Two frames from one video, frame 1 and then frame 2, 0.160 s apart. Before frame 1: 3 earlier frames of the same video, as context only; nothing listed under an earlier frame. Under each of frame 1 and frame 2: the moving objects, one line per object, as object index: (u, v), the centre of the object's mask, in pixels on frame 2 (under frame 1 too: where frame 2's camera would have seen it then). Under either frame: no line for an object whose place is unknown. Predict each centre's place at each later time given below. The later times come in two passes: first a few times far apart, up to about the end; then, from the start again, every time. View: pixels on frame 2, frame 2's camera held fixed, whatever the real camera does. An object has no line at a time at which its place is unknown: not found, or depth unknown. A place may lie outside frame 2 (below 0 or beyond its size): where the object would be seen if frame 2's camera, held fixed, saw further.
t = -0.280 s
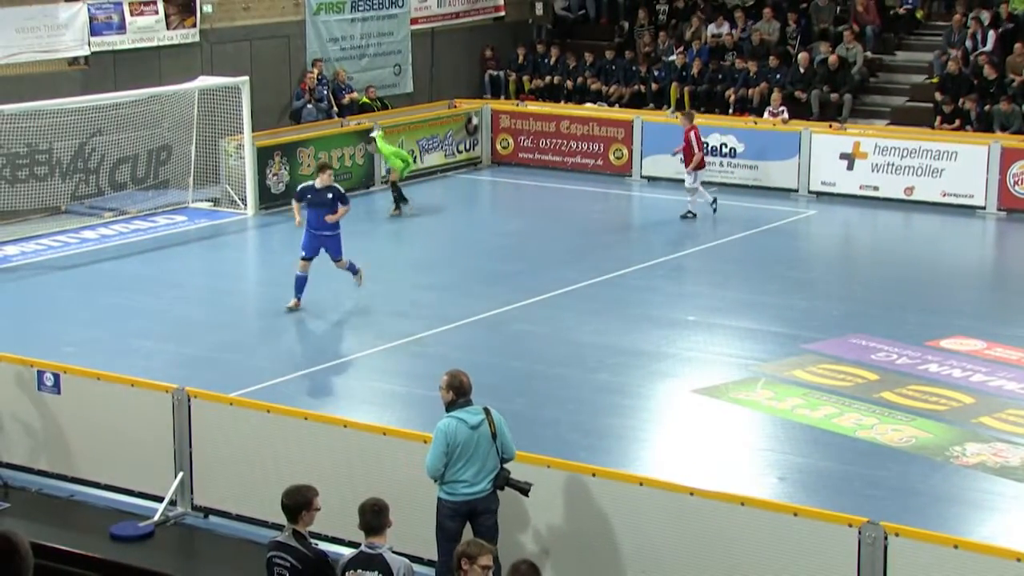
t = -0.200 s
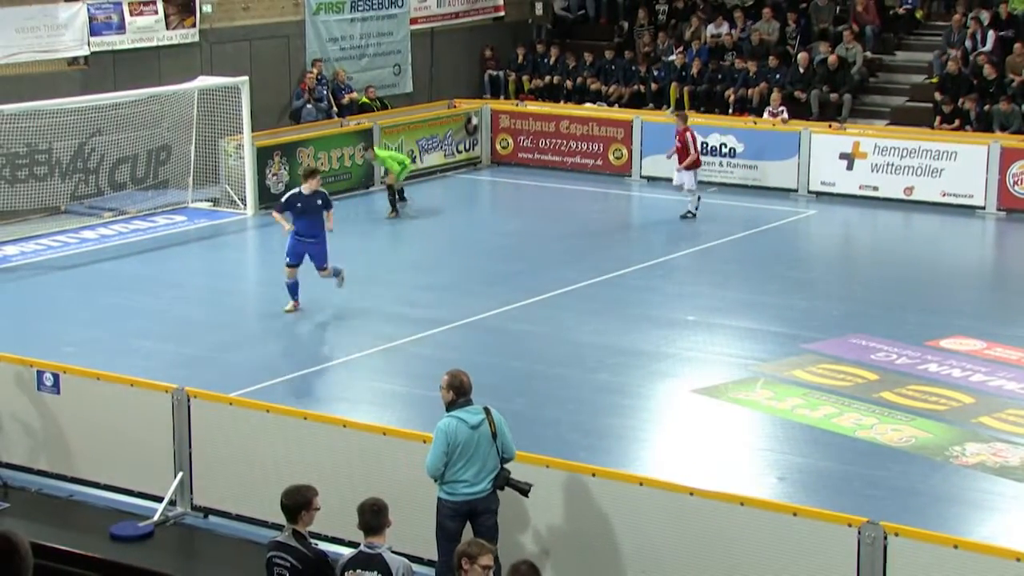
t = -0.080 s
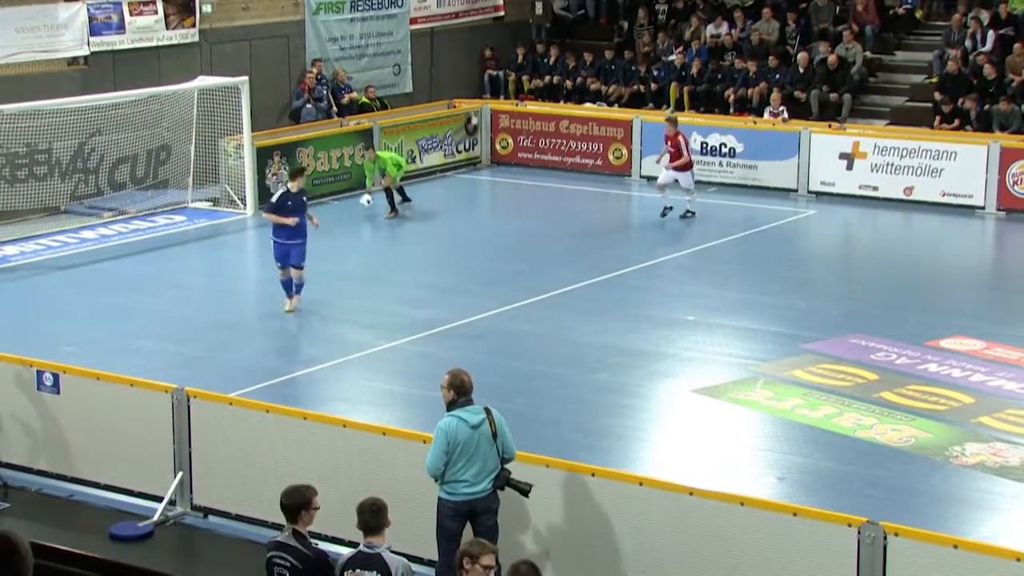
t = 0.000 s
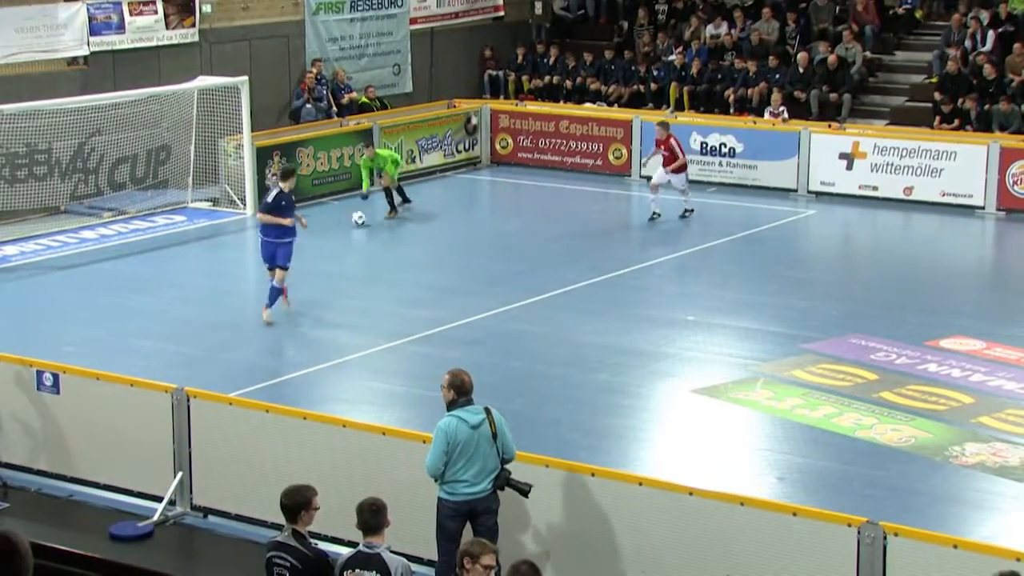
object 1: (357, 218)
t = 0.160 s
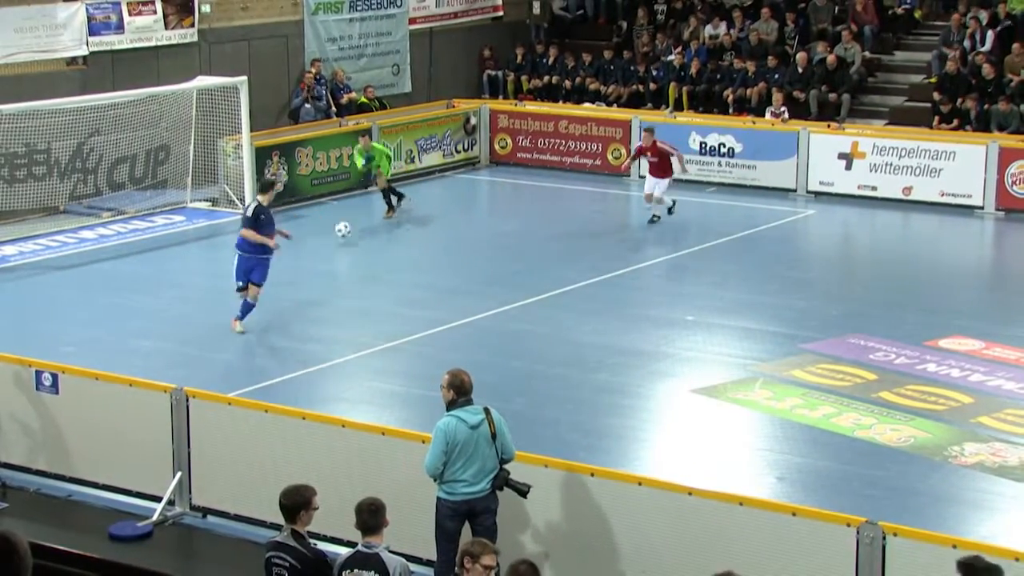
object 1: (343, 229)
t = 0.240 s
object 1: (334, 242)
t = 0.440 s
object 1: (315, 259)
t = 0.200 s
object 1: (339, 235)
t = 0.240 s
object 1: (334, 242)
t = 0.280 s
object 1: (331, 247)
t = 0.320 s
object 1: (327, 248)
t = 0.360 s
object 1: (323, 250)
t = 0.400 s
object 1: (319, 254)
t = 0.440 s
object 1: (315, 259)
